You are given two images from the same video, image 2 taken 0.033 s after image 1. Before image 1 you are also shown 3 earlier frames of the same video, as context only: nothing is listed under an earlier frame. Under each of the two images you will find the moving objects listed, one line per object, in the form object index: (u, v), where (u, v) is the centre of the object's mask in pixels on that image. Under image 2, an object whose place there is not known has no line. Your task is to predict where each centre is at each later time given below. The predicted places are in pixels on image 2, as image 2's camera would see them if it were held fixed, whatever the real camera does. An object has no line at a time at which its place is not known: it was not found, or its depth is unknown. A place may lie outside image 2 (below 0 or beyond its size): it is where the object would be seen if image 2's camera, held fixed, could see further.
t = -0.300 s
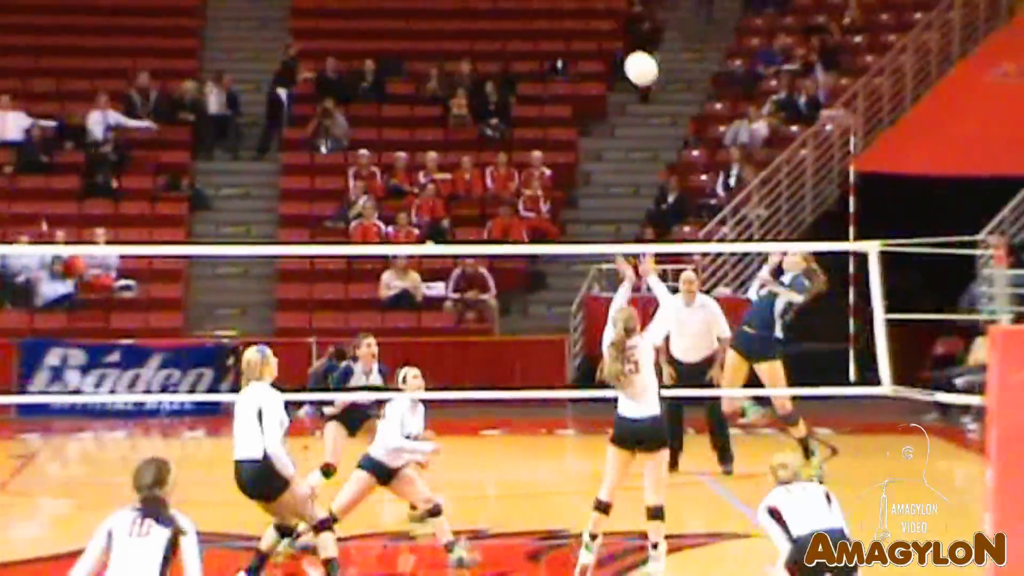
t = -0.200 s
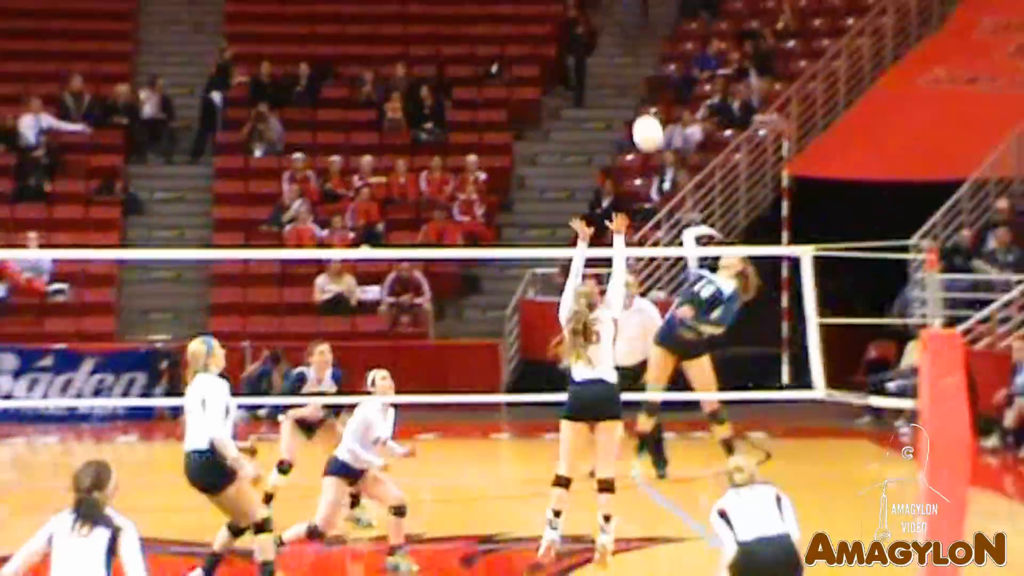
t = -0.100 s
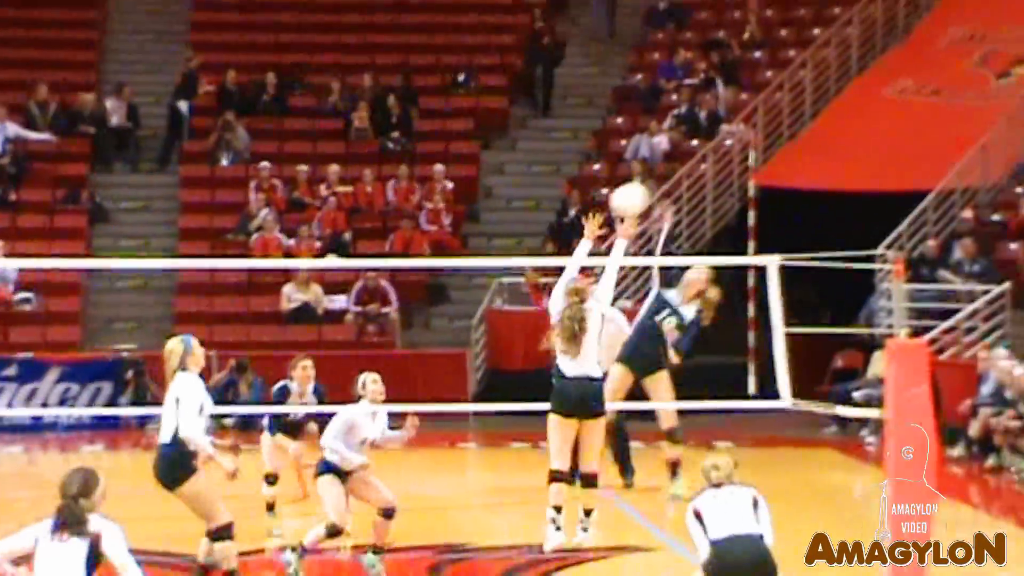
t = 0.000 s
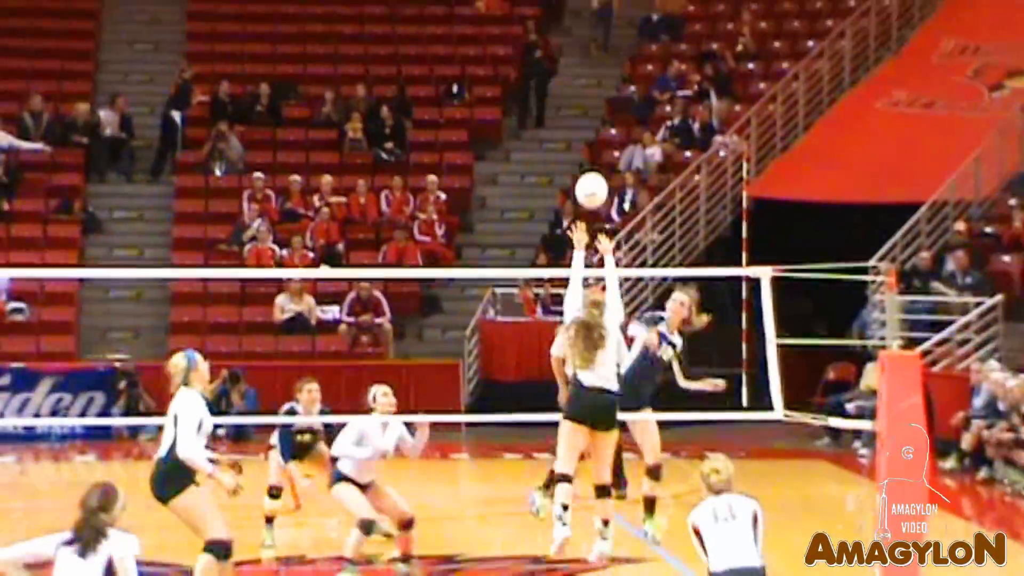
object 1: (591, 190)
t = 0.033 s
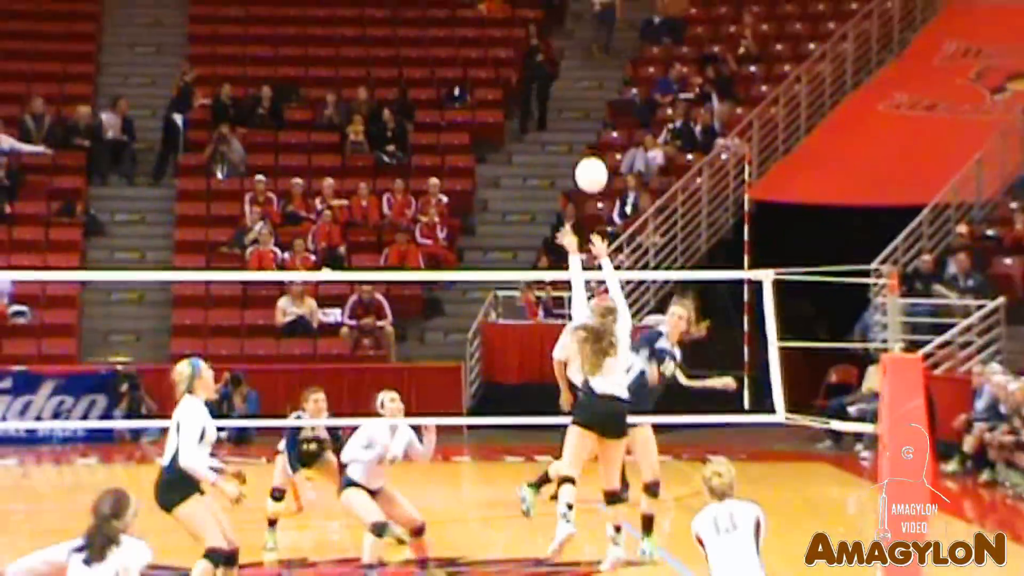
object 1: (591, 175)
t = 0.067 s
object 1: (589, 157)
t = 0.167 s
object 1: (580, 117)
